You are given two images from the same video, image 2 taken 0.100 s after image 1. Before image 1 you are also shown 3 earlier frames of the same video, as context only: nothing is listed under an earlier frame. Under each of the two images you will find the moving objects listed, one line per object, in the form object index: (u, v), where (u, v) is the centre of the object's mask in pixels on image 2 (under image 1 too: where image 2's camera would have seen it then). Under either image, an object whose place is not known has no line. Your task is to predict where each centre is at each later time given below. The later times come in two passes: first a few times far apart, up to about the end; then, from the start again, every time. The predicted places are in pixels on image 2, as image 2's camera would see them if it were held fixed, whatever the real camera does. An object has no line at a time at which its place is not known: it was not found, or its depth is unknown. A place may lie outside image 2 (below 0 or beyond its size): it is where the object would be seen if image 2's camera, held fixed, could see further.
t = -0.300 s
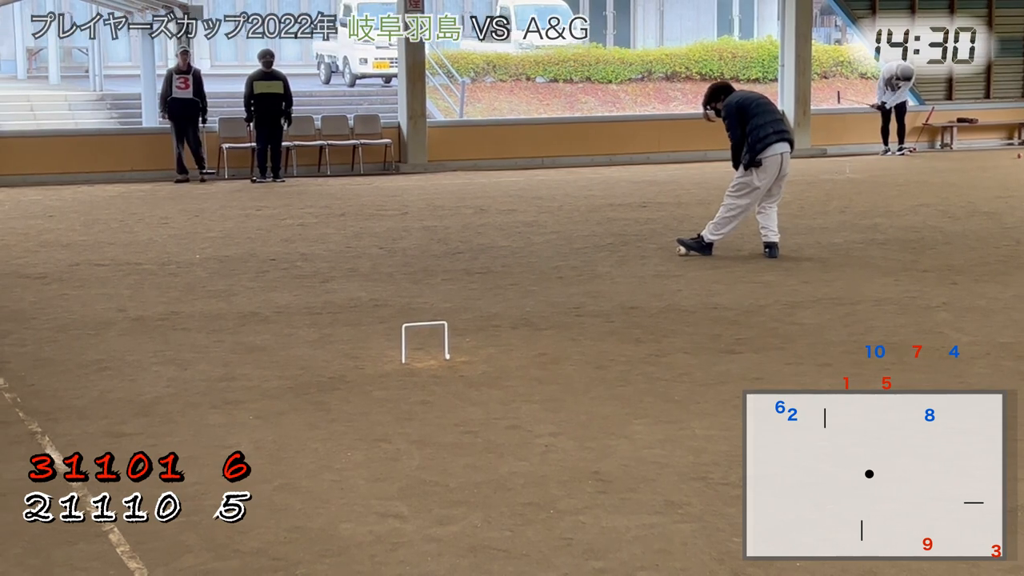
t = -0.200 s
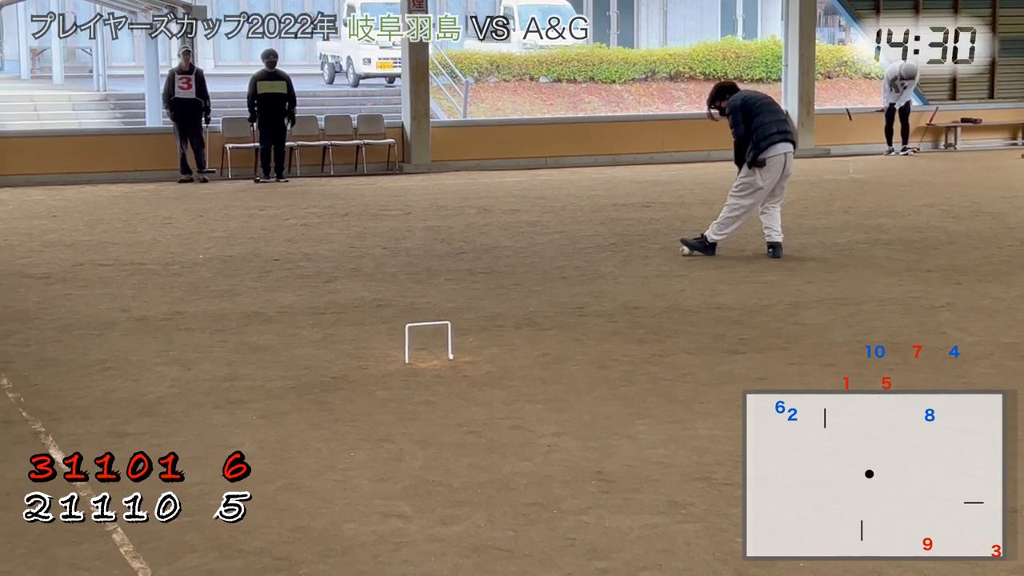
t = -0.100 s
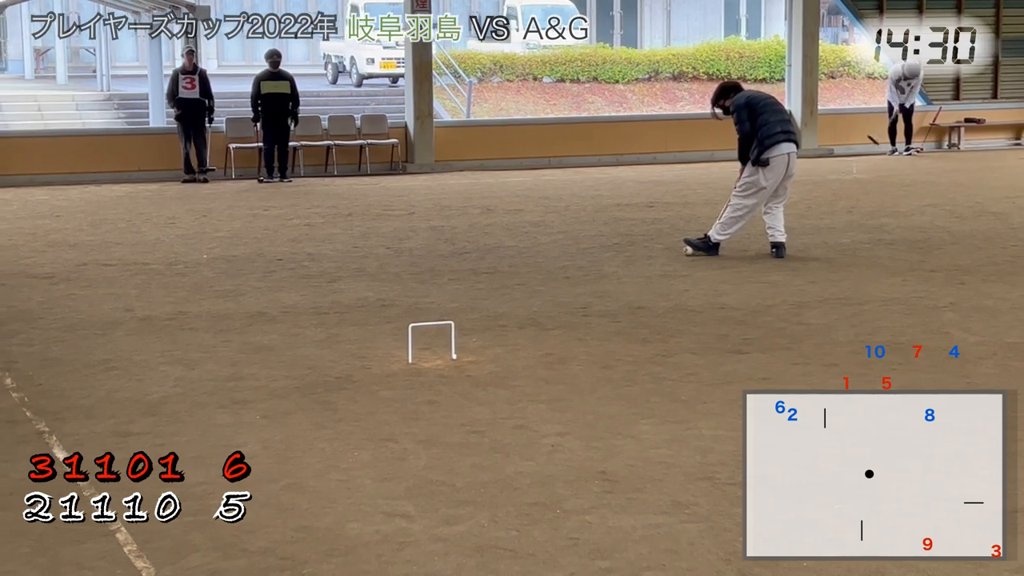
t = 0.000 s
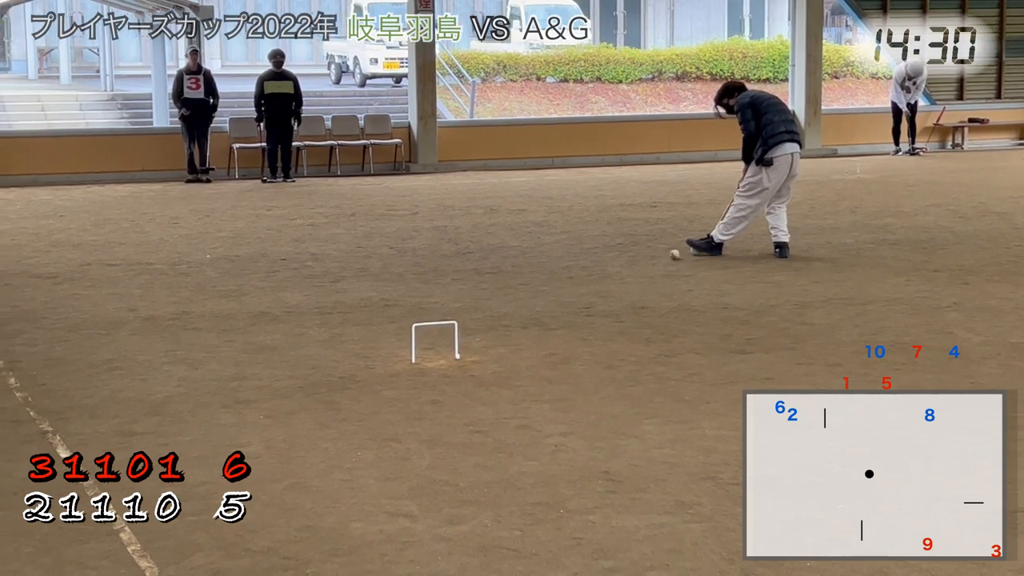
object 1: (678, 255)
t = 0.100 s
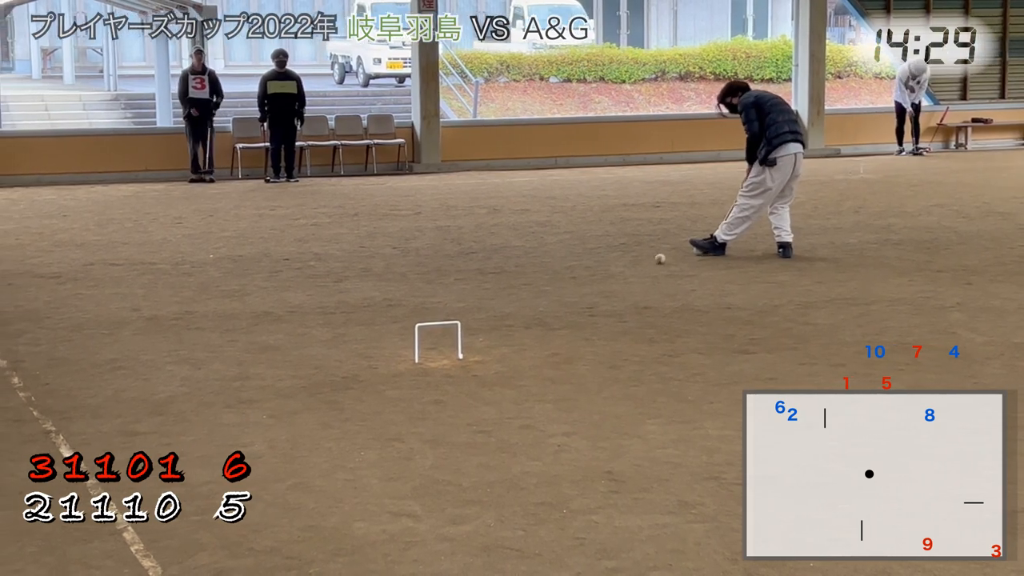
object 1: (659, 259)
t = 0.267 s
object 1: (635, 264)
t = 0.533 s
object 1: (600, 272)
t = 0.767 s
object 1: (569, 279)
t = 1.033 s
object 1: (534, 287)
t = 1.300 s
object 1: (504, 292)
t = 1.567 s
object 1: (478, 298)
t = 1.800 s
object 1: (457, 302)
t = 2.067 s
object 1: (436, 308)
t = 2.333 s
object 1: (413, 314)
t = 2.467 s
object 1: (404, 316)
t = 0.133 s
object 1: (655, 260)
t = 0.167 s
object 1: (650, 261)
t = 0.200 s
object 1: (645, 262)
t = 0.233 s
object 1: (641, 262)
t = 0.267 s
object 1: (635, 264)
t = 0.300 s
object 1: (631, 265)
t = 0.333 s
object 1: (627, 265)
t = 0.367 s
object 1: (622, 267)
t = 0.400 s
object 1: (618, 267)
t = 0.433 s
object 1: (614, 269)
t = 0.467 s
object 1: (609, 269)
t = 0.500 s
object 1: (605, 271)
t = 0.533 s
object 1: (600, 272)
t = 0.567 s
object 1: (595, 273)
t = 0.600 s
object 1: (591, 274)
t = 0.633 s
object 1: (587, 275)
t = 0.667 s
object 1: (582, 276)
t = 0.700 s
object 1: (577, 277)
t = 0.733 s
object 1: (573, 278)
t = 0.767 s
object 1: (569, 279)
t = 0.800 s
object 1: (564, 280)
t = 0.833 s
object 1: (560, 281)
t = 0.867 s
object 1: (555, 281)
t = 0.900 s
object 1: (551, 283)
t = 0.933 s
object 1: (547, 284)
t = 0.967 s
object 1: (543, 285)
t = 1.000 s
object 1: (539, 285)
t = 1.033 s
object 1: (534, 287)
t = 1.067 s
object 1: (530, 287)
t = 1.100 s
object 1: (526, 288)
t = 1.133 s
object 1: (523, 289)
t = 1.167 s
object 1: (518, 290)
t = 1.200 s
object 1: (514, 290)
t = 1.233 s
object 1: (511, 291)
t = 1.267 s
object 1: (507, 292)
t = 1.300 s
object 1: (504, 292)
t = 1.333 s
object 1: (501, 293)
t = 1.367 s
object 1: (497, 294)
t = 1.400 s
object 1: (494, 295)
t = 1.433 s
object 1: (491, 295)
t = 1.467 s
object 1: (488, 296)
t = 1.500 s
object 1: (485, 296)
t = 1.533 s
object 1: (481, 297)
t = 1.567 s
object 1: (478, 298)
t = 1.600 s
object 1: (475, 299)
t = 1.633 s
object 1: (472, 299)
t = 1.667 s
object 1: (469, 300)
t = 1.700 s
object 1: (466, 300)
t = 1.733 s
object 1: (463, 301)
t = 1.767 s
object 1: (460, 302)
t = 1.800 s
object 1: (457, 302)
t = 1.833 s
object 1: (455, 303)
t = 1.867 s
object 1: (452, 304)
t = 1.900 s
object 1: (449, 304)
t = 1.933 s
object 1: (447, 305)
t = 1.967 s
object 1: (444, 306)
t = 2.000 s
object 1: (441, 306)
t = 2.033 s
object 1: (438, 307)
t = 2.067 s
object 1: (436, 308)
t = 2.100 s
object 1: (433, 308)
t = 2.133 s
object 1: (430, 309)
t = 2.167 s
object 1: (427, 310)
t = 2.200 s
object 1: (425, 311)
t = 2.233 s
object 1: (422, 311)
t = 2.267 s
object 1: (419, 312)
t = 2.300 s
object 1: (416, 313)
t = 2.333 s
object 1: (413, 314)
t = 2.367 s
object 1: (411, 314)
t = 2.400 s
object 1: (409, 315)
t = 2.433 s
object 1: (406, 316)
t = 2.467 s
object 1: (404, 316)
